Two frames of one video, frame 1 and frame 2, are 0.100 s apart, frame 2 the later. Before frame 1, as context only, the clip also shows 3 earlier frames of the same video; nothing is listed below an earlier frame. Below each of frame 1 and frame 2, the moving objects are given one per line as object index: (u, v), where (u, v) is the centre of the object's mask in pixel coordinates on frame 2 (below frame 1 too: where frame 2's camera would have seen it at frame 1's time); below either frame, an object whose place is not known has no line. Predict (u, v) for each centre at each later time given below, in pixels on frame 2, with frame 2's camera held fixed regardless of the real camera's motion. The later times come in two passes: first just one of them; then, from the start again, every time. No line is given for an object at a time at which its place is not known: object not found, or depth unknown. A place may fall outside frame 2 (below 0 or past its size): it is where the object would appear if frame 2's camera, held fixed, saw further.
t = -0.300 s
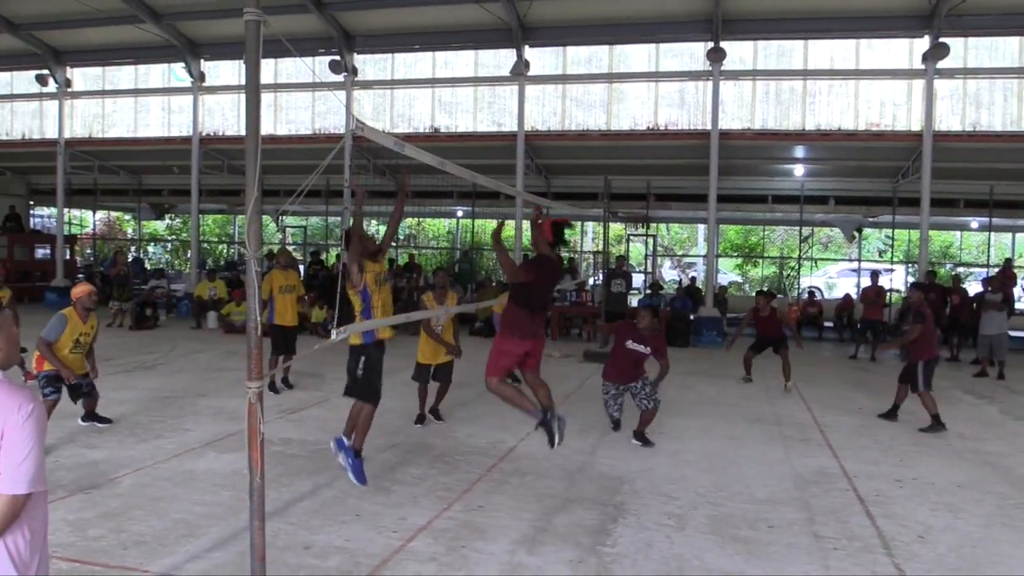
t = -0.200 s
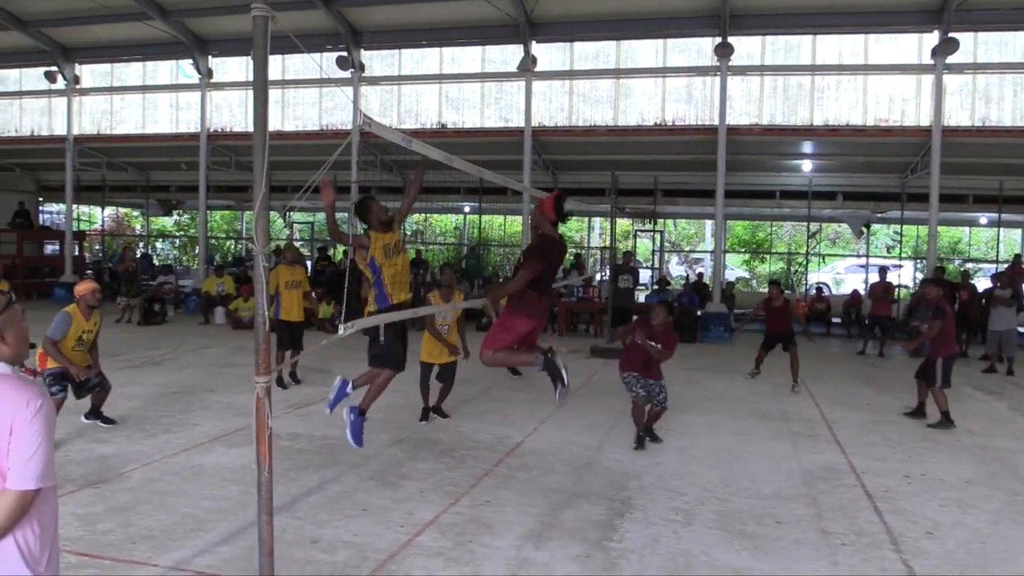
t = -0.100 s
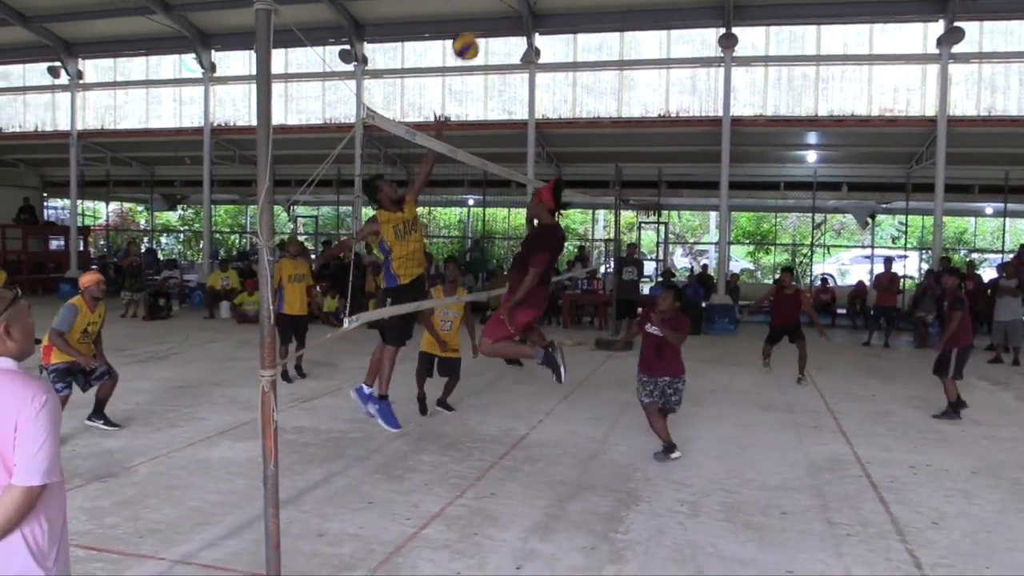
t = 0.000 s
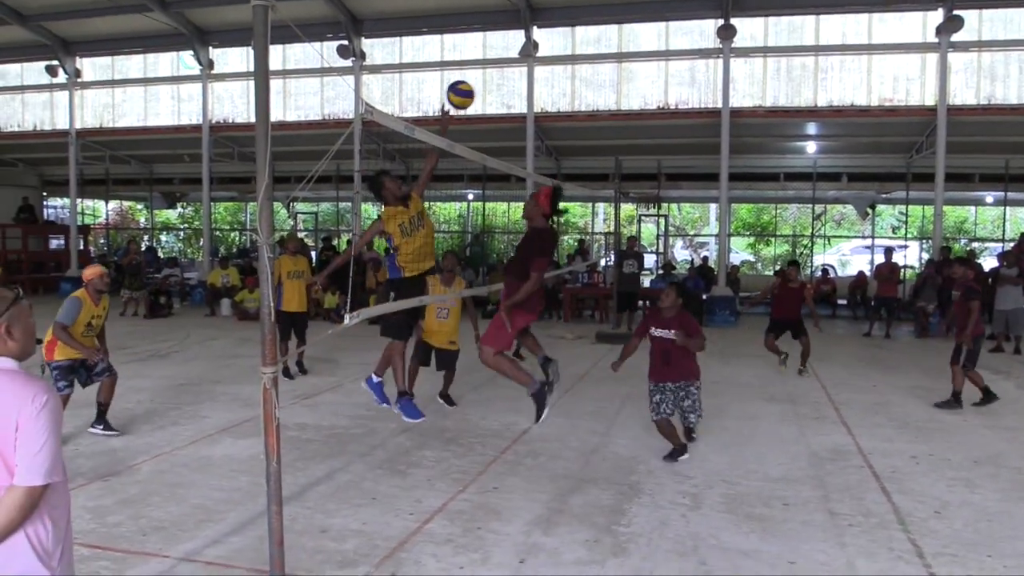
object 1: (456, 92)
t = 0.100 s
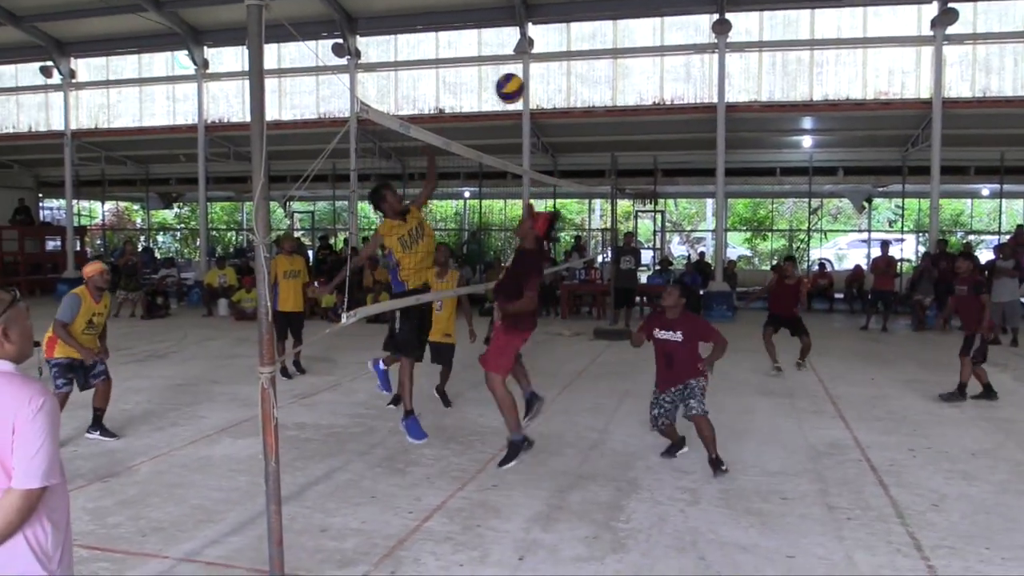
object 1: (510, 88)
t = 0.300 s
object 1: (625, 125)
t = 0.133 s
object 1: (528, 89)
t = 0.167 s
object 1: (547, 93)
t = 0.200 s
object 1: (566, 98)
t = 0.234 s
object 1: (585, 105)
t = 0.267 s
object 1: (605, 114)
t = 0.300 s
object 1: (625, 125)
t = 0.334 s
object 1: (645, 137)
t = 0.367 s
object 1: (664, 151)
